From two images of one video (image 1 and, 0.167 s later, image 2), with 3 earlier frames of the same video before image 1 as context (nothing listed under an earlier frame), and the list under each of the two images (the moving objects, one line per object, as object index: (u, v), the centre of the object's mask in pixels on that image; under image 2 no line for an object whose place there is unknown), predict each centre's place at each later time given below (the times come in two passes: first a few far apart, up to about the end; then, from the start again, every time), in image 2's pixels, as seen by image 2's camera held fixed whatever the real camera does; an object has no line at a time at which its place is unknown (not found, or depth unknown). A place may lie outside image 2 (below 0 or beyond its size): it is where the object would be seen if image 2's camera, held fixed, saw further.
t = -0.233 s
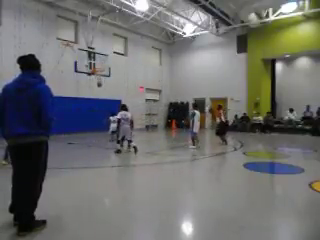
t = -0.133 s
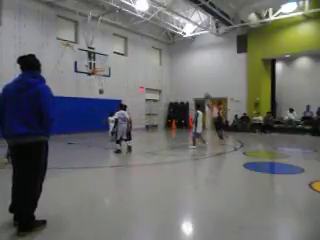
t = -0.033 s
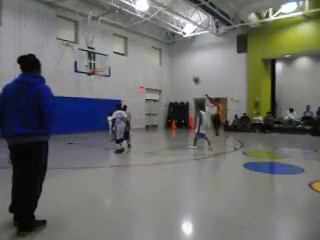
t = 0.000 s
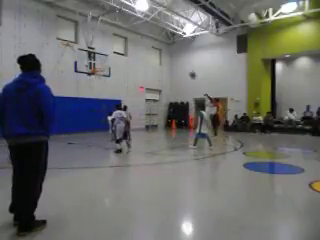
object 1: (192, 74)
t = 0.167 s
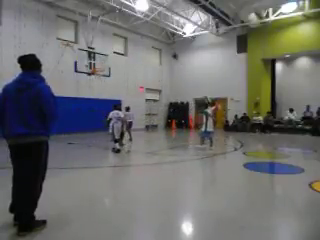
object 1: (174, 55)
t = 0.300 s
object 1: (161, 46)
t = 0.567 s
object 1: (137, 39)
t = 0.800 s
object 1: (116, 50)
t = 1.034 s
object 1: (101, 65)
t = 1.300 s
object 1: (95, 63)
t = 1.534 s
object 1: (91, 67)
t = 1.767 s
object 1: (89, 69)
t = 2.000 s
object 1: (90, 85)
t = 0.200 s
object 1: (171, 52)
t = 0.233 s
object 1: (168, 50)
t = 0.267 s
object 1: (165, 48)
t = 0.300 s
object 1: (161, 46)
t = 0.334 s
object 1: (157, 45)
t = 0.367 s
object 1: (155, 43)
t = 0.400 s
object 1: (152, 41)
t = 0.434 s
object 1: (149, 41)
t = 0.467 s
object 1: (146, 39)
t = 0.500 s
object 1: (142, 39)
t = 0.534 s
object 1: (140, 39)
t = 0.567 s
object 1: (137, 39)
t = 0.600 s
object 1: (134, 40)
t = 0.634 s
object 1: (131, 41)
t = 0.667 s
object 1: (128, 42)
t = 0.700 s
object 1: (125, 43)
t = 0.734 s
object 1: (123, 46)
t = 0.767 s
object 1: (120, 48)
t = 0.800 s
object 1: (116, 50)
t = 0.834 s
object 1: (115, 52)
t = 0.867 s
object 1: (111, 54)
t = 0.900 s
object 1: (109, 57)
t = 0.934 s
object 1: (106, 59)
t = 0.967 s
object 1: (103, 63)
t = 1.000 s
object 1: (101, 66)
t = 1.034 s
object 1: (101, 65)
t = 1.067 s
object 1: (100, 64)
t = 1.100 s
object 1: (99, 63)
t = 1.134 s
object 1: (98, 63)
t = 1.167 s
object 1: (98, 62)
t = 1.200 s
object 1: (97, 62)
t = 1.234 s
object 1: (96, 62)
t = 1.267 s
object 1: (96, 62)
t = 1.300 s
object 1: (95, 63)
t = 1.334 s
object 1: (95, 64)
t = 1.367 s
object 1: (92, 65)
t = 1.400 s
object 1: (92, 65)
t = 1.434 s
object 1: (92, 66)
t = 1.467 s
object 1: (92, 67)
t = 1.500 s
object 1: (91, 67)
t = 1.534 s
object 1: (91, 67)
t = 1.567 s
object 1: (91, 66)
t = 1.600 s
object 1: (91, 67)
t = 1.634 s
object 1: (90, 68)
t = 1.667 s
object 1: (89, 70)
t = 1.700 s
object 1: (89, 70)
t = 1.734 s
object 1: (90, 70)
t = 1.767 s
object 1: (89, 69)
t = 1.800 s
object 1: (90, 72)
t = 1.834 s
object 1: (90, 73)
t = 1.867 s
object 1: (90, 74)
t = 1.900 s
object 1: (90, 77)
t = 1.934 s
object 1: (90, 80)
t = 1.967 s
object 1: (90, 83)
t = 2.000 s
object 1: (90, 85)
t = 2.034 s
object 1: (90, 88)
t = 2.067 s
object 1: (91, 91)
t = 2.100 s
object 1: (91, 94)
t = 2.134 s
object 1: (91, 97)
